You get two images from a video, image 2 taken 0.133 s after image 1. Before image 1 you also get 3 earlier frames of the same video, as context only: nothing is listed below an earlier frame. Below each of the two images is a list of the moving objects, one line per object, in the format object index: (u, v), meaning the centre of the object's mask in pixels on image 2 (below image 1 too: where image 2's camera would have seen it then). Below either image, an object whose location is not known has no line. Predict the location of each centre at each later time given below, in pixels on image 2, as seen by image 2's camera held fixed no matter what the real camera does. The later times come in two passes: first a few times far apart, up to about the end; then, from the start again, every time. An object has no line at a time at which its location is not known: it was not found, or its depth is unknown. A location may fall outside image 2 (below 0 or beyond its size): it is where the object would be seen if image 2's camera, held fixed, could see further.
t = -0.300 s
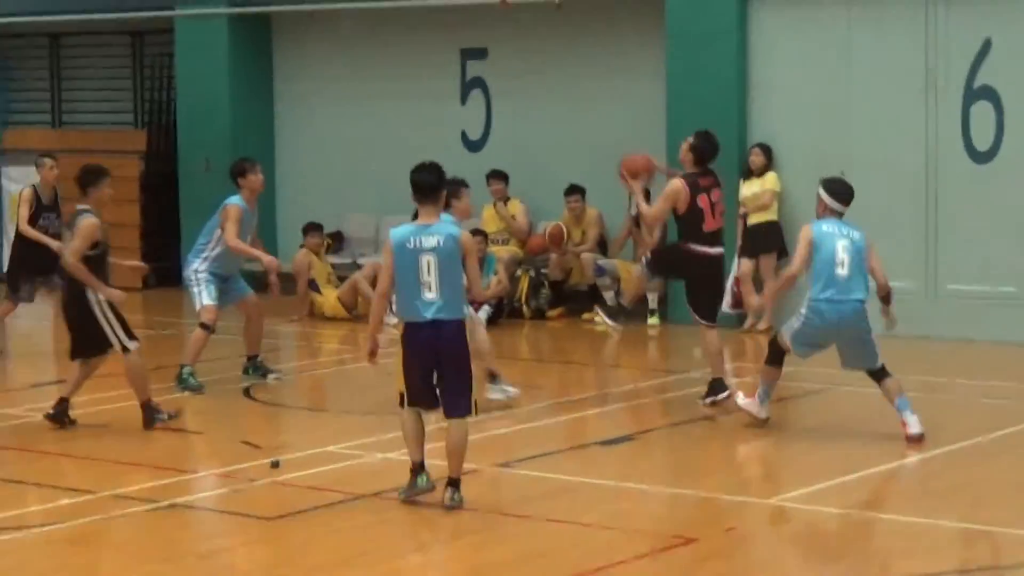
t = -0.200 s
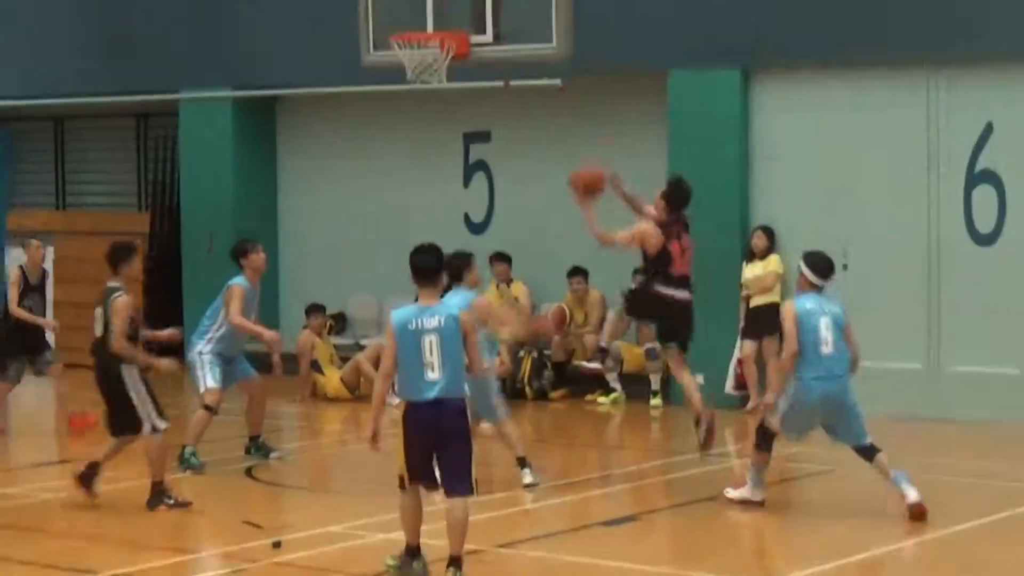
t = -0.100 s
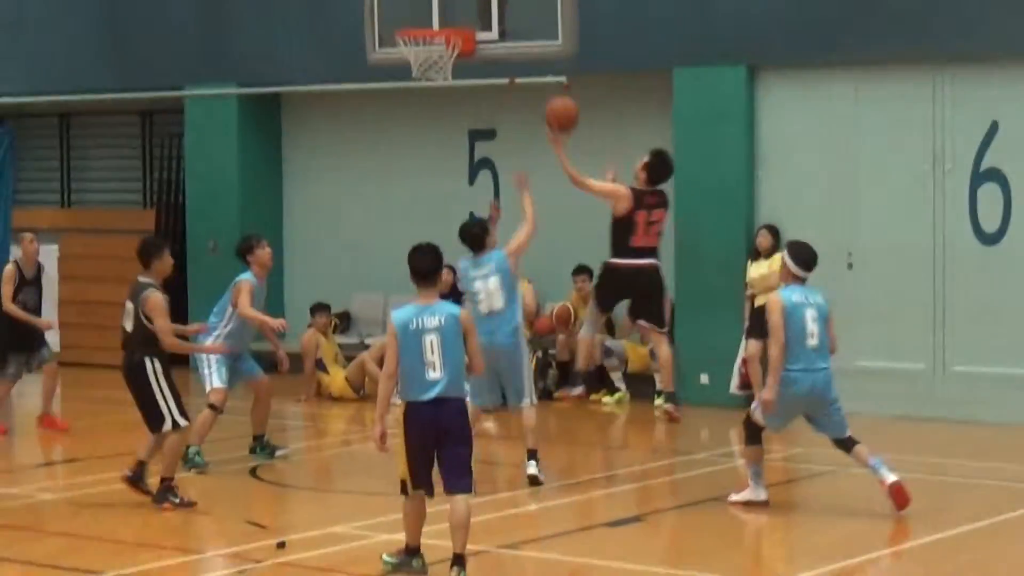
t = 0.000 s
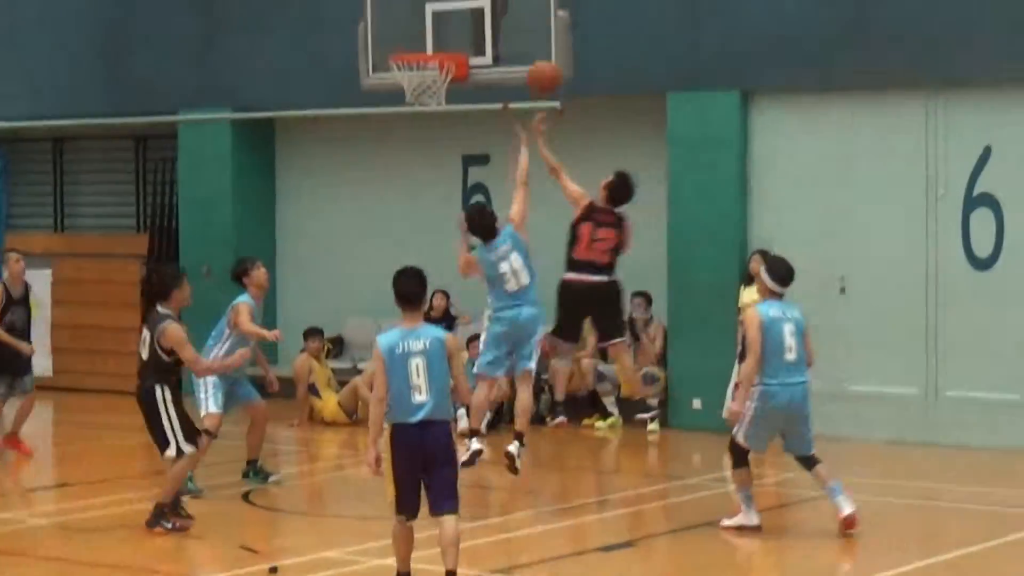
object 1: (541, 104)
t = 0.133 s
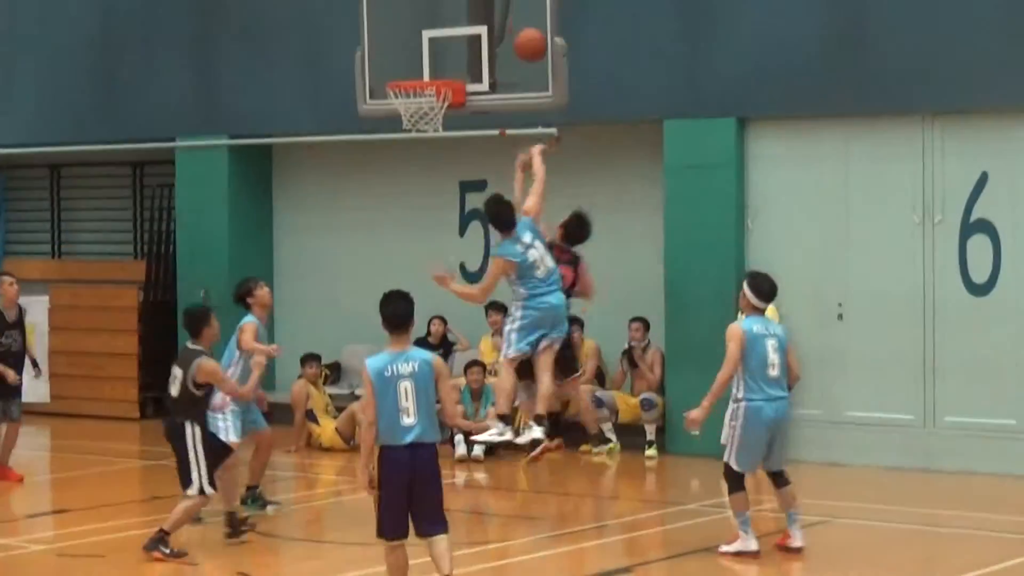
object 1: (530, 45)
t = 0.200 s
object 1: (527, 26)
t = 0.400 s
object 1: (497, 20)
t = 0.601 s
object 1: (463, 76)
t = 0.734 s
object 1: (440, 149)
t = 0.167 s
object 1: (528, 35)
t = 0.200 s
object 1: (527, 26)
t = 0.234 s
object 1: (525, 19)
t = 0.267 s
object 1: (521, 15)
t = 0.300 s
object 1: (515, 14)
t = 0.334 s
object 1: (509, 15)
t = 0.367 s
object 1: (503, 17)
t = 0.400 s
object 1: (497, 20)
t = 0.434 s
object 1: (492, 27)
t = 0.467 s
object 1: (486, 33)
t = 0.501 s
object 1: (480, 43)
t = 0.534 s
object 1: (474, 53)
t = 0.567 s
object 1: (469, 63)
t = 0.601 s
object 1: (463, 76)
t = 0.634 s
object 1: (457, 94)
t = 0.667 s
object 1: (451, 109)
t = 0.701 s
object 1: (445, 128)
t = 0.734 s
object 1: (440, 149)
